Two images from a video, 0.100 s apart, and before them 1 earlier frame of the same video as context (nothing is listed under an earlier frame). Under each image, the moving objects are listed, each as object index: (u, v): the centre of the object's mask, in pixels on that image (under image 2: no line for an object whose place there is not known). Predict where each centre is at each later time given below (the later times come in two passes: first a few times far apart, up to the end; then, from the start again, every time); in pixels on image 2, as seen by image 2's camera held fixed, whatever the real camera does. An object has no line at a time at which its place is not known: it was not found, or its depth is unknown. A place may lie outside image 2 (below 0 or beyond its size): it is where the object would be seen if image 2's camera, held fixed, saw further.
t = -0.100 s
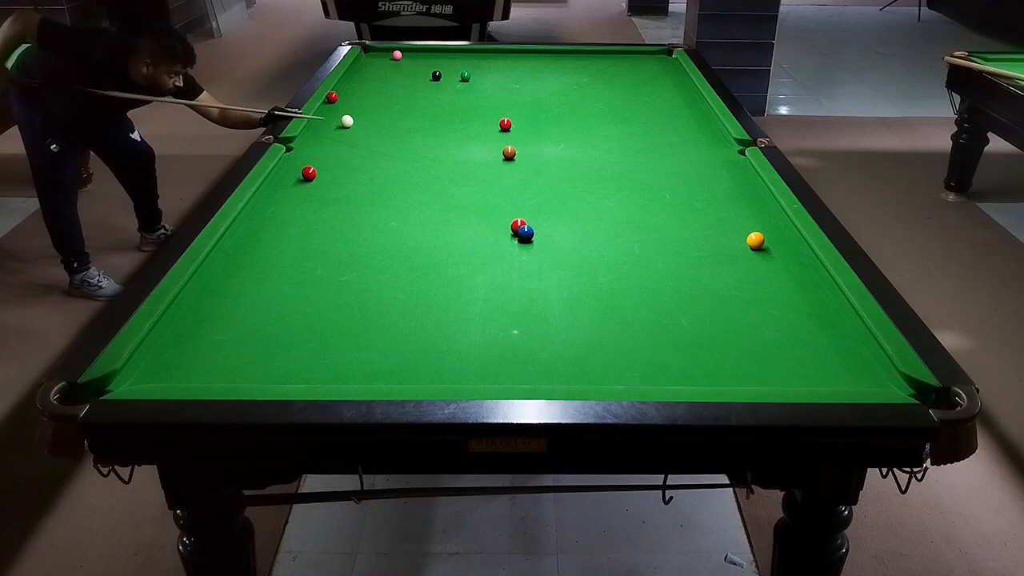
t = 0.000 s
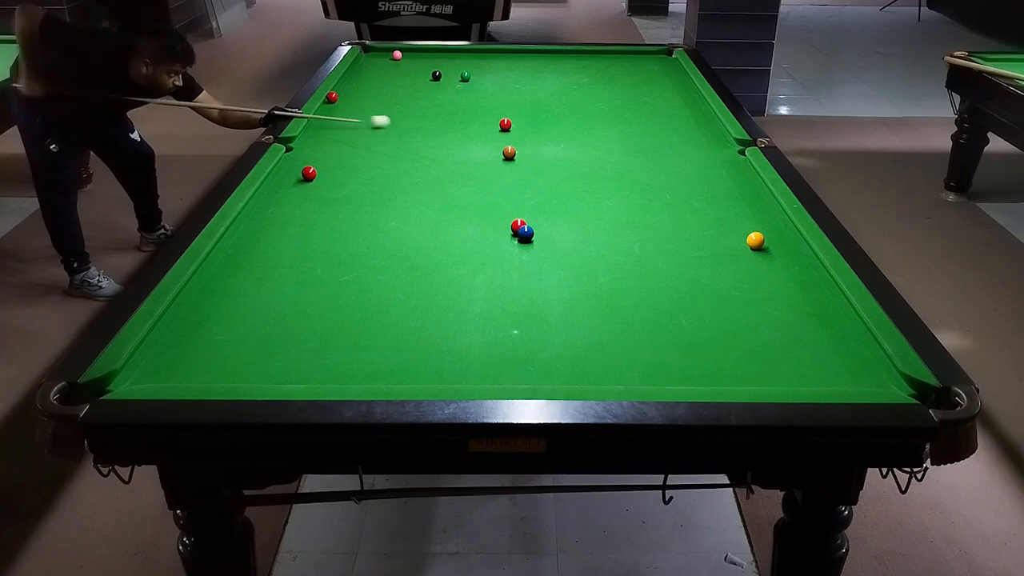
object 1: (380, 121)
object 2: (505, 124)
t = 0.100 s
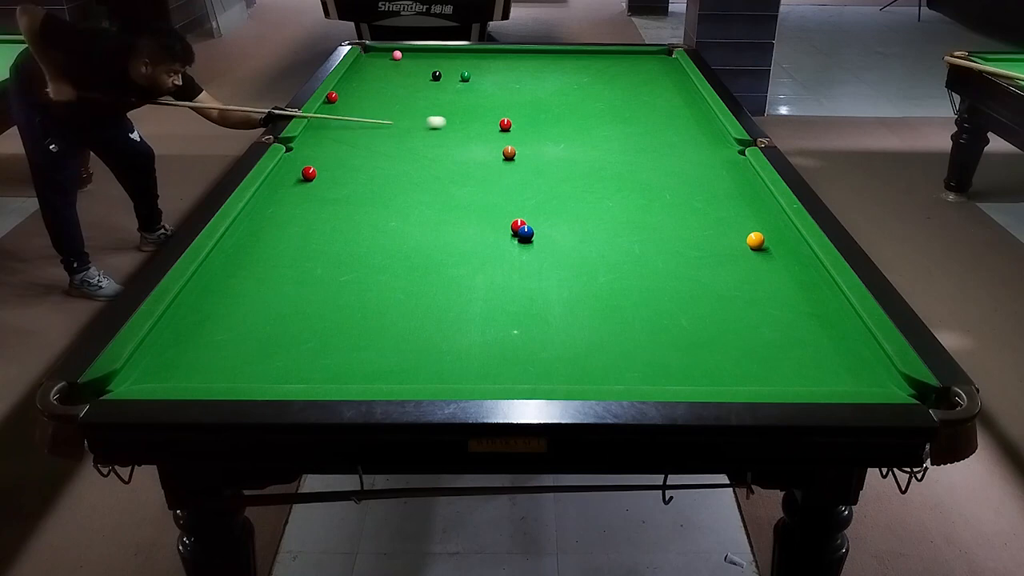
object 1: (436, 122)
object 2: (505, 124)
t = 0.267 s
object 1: (496, 121)
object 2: (524, 126)
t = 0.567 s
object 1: (534, 113)
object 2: (615, 136)
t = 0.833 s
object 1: (569, 107)
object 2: (691, 143)
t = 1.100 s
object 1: (602, 101)
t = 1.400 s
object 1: (634, 95)
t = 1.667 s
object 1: (661, 90)
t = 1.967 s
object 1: (690, 85)
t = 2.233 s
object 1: (672, 82)
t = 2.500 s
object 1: (657, 79)
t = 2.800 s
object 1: (641, 77)
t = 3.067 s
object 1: (629, 75)
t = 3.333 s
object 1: (619, 73)
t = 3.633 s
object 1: (608, 71)
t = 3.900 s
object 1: (601, 70)
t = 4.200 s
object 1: (594, 69)
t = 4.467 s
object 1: (589, 68)
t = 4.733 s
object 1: (585, 67)
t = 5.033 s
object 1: (582, 67)
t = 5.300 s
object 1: (581, 67)
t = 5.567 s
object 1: (581, 67)
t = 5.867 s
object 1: (581, 67)
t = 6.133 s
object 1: (581, 67)
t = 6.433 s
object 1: (581, 67)
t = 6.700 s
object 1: (581, 67)
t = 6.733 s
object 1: (581, 67)
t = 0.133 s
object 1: (453, 122)
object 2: (505, 124)
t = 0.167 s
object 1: (470, 122)
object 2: (505, 124)
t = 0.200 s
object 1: (485, 122)
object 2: (505, 124)
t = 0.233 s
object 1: (494, 122)
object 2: (511, 125)
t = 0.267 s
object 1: (496, 121)
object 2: (524, 126)
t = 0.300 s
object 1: (499, 120)
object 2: (536, 128)
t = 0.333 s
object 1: (502, 119)
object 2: (548, 129)
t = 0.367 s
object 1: (506, 118)
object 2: (558, 130)
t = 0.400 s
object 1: (511, 117)
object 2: (569, 131)
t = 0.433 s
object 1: (515, 116)
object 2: (578, 132)
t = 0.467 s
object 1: (520, 116)
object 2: (587, 133)
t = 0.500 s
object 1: (525, 115)
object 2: (597, 134)
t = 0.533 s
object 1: (530, 114)
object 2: (606, 135)
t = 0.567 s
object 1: (534, 113)
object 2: (615, 136)
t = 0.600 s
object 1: (539, 112)
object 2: (625, 137)
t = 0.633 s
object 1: (543, 112)
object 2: (634, 137)
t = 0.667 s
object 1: (548, 111)
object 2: (644, 138)
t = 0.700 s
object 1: (552, 110)
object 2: (653, 139)
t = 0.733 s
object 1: (556, 109)
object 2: (663, 140)
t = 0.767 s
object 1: (561, 109)
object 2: (672, 141)
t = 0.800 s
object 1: (565, 108)
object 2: (681, 142)
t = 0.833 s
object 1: (569, 107)
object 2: (691, 143)
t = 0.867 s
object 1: (573, 106)
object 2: (701, 144)
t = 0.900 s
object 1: (578, 105)
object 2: (710, 145)
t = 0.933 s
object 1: (582, 105)
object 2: (720, 146)
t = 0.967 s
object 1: (586, 104)
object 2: (729, 147)
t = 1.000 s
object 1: (590, 103)
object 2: (739, 147)
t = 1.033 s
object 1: (594, 102)
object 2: (745, 148)
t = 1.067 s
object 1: (598, 102)
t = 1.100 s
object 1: (602, 101)
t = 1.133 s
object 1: (605, 100)
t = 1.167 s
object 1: (609, 100)
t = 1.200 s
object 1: (613, 99)
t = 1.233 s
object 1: (617, 98)
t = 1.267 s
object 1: (620, 98)
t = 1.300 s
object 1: (624, 97)
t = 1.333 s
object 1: (627, 96)
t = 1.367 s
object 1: (631, 96)
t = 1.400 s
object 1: (634, 95)
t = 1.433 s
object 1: (638, 95)
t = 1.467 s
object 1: (642, 94)
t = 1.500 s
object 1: (645, 93)
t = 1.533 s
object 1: (648, 93)
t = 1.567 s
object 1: (651, 92)
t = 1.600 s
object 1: (655, 92)
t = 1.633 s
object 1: (658, 91)
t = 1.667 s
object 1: (661, 90)
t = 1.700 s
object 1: (664, 90)
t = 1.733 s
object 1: (667, 89)
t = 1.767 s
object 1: (671, 89)
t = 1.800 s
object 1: (677, 88)
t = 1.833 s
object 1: (680, 87)
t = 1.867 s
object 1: (682, 87)
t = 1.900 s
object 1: (685, 86)
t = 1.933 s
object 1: (688, 85)
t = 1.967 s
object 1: (690, 85)
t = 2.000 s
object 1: (687, 84)
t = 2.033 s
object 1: (685, 84)
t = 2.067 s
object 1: (683, 84)
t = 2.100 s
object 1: (681, 83)
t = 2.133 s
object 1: (679, 83)
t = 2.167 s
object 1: (677, 83)
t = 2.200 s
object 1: (675, 82)
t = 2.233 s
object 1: (672, 82)
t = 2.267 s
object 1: (671, 82)
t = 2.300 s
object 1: (668, 81)
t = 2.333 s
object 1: (666, 81)
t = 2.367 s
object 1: (664, 81)
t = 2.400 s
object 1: (662, 80)
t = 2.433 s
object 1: (661, 80)
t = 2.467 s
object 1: (659, 80)
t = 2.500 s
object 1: (657, 79)
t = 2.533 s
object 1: (655, 79)
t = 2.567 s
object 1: (653, 79)
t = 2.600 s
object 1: (651, 78)
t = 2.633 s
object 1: (650, 78)
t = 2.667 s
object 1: (648, 78)
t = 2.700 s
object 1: (646, 77)
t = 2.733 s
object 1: (645, 77)
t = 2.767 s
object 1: (643, 77)
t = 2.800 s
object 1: (641, 77)
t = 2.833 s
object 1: (640, 76)
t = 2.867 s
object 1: (638, 76)
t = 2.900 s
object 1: (637, 76)
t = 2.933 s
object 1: (635, 76)
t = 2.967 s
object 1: (634, 75)
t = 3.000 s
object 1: (632, 75)
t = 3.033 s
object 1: (631, 75)
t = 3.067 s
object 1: (629, 75)
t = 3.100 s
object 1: (628, 74)
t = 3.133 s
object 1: (627, 74)
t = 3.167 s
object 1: (625, 74)
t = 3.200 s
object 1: (624, 74)
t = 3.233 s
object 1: (622, 73)
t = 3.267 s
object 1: (621, 73)
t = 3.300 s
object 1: (620, 73)
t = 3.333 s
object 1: (619, 73)
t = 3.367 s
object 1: (617, 73)
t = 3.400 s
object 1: (616, 72)
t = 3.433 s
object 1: (615, 72)
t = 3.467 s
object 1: (614, 72)
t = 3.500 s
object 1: (613, 72)
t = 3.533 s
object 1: (612, 72)
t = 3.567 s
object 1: (611, 71)
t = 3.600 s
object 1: (610, 71)
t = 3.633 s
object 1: (608, 71)
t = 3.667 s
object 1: (607, 71)
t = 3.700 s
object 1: (606, 71)
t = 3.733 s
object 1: (605, 71)
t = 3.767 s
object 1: (604, 70)
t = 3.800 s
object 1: (603, 70)
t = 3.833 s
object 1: (602, 70)
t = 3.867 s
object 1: (601, 70)
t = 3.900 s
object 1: (601, 70)
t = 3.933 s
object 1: (600, 70)
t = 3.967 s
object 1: (599, 70)
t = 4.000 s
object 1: (598, 69)
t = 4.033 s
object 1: (597, 69)
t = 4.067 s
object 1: (596, 69)
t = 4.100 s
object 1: (596, 69)
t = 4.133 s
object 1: (595, 69)
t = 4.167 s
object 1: (594, 69)
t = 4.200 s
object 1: (594, 69)
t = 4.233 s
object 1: (593, 68)
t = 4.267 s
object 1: (592, 68)
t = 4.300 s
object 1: (591, 68)
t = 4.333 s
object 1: (591, 68)
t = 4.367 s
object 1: (590, 68)
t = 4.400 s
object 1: (590, 68)
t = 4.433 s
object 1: (589, 68)
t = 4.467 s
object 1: (589, 68)
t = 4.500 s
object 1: (588, 68)
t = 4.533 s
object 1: (588, 68)
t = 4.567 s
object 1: (587, 68)
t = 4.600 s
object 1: (587, 68)
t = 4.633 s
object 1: (586, 68)
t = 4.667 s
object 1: (586, 67)
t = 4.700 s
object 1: (585, 67)
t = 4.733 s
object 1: (585, 67)
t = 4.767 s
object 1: (585, 67)
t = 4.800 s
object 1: (584, 67)
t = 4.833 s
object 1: (584, 67)
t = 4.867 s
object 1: (584, 67)
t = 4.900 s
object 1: (583, 67)
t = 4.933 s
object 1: (583, 67)
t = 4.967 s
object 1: (583, 67)
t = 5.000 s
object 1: (583, 67)
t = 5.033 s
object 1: (582, 67)
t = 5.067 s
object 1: (582, 67)
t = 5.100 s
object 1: (582, 67)
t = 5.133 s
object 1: (582, 67)
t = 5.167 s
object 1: (582, 67)
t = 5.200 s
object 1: (581, 67)
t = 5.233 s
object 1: (581, 67)
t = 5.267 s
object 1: (581, 67)
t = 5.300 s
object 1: (581, 67)
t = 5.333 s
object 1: (581, 67)
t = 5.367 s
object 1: (581, 67)
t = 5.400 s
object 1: (581, 67)
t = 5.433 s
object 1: (581, 67)
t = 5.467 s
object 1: (581, 67)
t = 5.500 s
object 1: (581, 67)
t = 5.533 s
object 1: (581, 67)
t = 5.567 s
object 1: (581, 67)
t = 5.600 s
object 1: (581, 67)
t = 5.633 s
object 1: (581, 67)
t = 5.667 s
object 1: (581, 67)
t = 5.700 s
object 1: (581, 67)
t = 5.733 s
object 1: (581, 67)
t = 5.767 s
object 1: (581, 67)
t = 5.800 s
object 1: (581, 67)
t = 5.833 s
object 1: (581, 67)
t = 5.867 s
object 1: (581, 67)
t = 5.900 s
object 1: (581, 67)
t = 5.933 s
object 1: (581, 67)
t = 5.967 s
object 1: (581, 67)
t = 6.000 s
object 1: (581, 67)
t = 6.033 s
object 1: (581, 67)
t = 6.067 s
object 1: (581, 67)
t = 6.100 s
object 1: (581, 67)
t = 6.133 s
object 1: (581, 67)
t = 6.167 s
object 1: (581, 67)
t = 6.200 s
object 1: (581, 67)
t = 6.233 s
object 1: (581, 67)
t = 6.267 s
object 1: (581, 67)
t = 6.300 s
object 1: (581, 67)
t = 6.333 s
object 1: (581, 67)
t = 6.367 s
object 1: (581, 67)
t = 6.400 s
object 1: (581, 67)
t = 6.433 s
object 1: (581, 67)
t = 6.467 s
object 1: (581, 67)
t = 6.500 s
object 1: (581, 67)
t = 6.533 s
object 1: (581, 67)
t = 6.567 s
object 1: (581, 67)
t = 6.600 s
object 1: (581, 67)
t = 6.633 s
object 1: (581, 67)
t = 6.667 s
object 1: (581, 67)
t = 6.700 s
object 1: (581, 67)
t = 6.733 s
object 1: (581, 67)
